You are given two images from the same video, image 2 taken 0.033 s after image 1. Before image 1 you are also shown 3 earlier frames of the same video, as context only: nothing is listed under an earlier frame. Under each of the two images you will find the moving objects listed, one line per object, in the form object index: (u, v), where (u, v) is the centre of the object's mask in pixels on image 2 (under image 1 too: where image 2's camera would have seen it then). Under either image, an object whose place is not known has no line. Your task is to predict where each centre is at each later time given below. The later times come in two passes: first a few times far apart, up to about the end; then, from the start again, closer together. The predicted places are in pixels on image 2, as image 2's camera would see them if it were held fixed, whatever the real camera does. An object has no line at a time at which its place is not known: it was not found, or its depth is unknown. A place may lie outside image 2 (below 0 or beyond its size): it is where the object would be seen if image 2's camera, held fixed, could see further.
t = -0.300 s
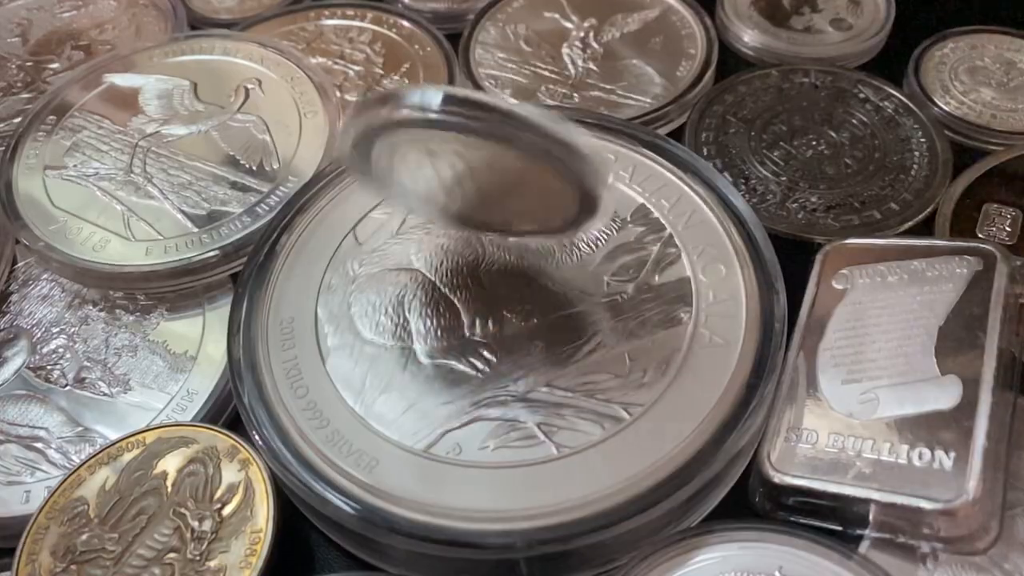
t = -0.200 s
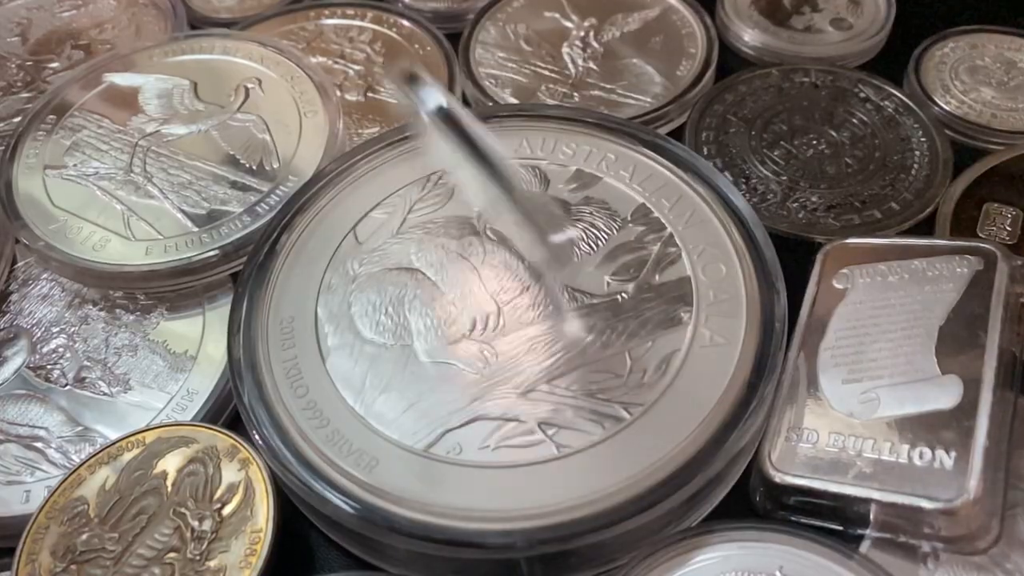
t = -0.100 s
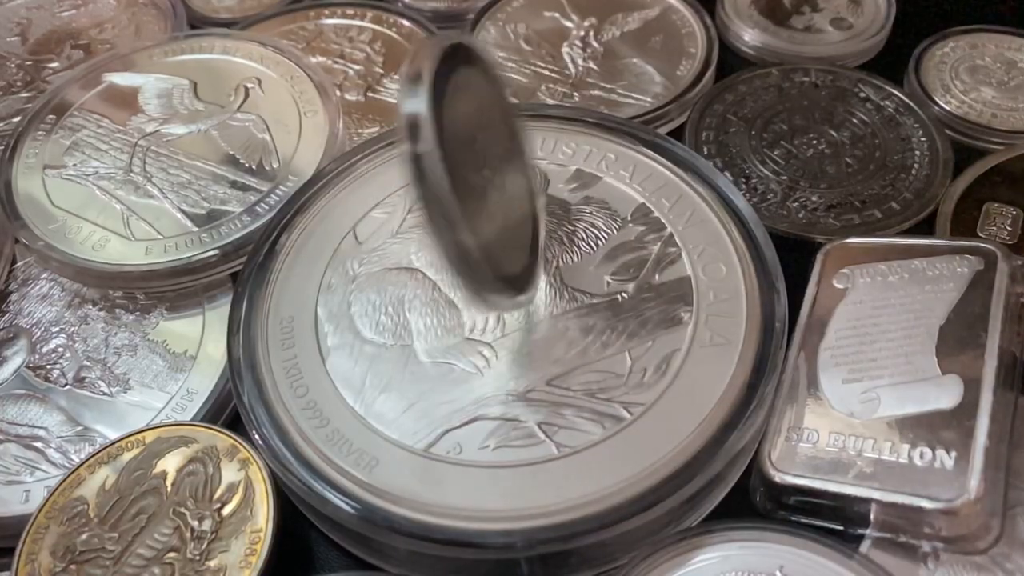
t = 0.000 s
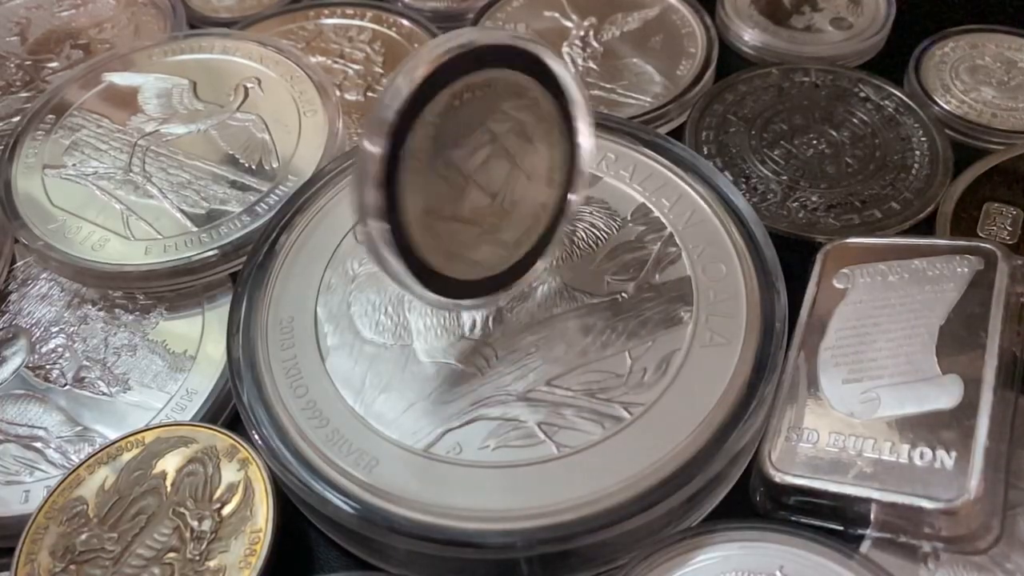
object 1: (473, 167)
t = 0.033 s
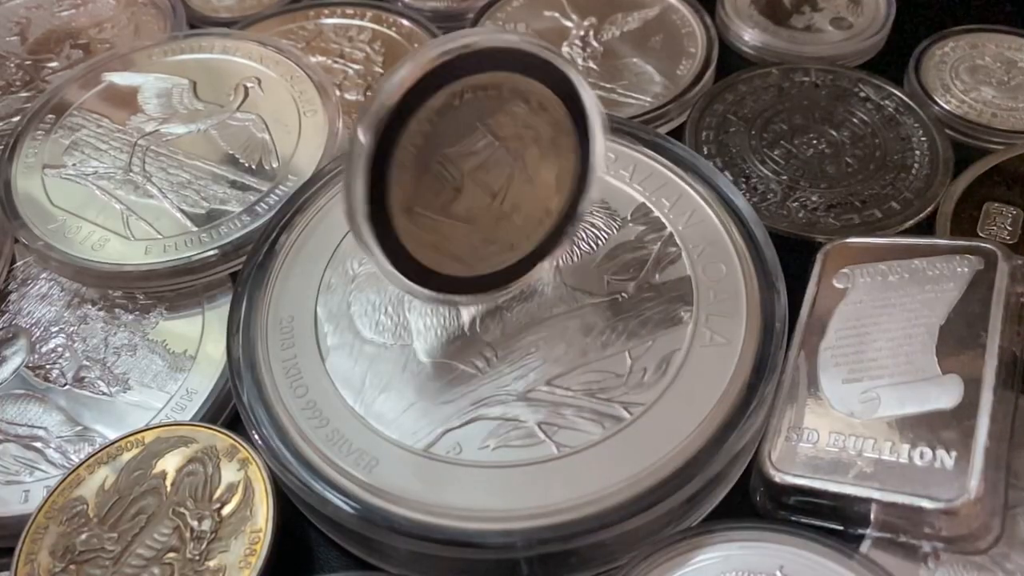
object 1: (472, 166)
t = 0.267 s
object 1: (491, 172)
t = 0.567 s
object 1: (483, 169)
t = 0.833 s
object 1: (479, 182)
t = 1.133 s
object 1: (496, 183)
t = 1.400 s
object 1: (482, 186)
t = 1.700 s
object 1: (476, 197)
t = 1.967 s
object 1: (481, 202)
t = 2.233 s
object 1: (473, 214)
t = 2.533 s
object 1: (479, 222)
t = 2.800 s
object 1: (454, 225)
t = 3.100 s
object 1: (460, 232)
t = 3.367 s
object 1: (438, 230)
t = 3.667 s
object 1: (425, 245)
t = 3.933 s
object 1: (437, 251)
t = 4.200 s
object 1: (407, 243)
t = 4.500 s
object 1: (395, 252)
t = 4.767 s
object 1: (398, 253)
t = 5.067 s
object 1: (380, 251)
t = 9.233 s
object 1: (380, 220)
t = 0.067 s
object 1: (476, 165)
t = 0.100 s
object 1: (480, 165)
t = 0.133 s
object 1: (484, 164)
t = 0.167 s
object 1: (488, 165)
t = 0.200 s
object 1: (491, 167)
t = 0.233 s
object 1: (493, 170)
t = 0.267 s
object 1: (491, 172)
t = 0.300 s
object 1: (493, 176)
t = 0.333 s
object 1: (492, 176)
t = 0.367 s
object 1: (491, 163)
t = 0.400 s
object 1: (483, 169)
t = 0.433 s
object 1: (480, 172)
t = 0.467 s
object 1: (483, 170)
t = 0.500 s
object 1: (483, 170)
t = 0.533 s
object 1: (483, 170)
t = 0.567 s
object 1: (483, 169)
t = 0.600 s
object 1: (485, 169)
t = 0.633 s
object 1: (484, 171)
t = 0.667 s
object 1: (484, 173)
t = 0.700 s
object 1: (484, 176)
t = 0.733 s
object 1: (488, 185)
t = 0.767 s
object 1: (480, 178)
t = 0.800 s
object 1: (478, 181)
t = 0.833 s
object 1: (479, 182)
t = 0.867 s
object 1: (479, 182)
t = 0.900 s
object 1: (478, 181)
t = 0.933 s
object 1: (477, 181)
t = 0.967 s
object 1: (479, 180)
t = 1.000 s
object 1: (483, 180)
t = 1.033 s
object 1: (487, 180)
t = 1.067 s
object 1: (492, 179)
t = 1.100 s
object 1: (494, 180)
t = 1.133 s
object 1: (496, 183)
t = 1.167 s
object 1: (495, 185)
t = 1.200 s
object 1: (494, 186)
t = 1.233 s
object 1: (495, 191)
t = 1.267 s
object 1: (491, 198)
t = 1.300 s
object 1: (490, 185)
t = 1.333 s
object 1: (487, 184)
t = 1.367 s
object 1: (483, 187)
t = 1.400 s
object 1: (482, 186)
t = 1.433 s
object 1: (483, 186)
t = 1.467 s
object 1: (479, 183)
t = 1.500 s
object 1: (483, 185)
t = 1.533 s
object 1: (483, 190)
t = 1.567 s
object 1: (485, 192)
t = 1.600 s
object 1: (482, 195)
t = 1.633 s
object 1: (496, 207)
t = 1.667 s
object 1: (482, 204)
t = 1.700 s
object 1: (476, 197)
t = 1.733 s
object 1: (475, 202)
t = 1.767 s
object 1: (474, 203)
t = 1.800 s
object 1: (473, 202)
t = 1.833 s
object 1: (472, 202)
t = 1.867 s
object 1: (473, 202)
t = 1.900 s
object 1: (476, 202)
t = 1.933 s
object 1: (479, 202)
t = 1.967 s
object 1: (481, 202)
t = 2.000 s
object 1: (486, 204)
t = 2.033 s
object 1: (488, 205)
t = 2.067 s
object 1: (489, 209)
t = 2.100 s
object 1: (490, 210)
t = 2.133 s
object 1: (486, 211)
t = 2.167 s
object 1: (484, 213)
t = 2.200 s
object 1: (488, 202)
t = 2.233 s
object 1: (473, 214)
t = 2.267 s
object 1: (473, 207)
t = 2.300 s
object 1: (473, 208)
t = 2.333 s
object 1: (469, 208)
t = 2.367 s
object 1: (468, 206)
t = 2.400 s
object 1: (461, 209)
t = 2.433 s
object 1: (467, 210)
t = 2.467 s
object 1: (463, 212)
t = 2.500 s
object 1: (473, 218)
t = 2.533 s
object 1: (479, 222)
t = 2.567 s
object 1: (466, 220)
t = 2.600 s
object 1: (466, 225)
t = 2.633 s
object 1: (459, 220)
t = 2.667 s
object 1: (459, 225)
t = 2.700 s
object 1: (456, 227)
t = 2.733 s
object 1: (456, 226)
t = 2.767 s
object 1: (453, 226)
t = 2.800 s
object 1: (454, 225)
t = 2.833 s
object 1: (457, 226)
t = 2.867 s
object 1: (460, 227)
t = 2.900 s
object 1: (464, 226)
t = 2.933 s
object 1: (467, 228)
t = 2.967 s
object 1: (469, 231)
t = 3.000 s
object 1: (469, 234)
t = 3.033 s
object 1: (468, 233)
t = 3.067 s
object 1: (462, 235)
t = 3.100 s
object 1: (460, 232)
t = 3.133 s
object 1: (462, 219)
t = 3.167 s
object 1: (453, 228)
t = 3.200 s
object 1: (444, 233)
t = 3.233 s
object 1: (444, 231)
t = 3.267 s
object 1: (442, 232)
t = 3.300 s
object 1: (441, 231)
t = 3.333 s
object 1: (437, 230)
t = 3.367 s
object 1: (438, 230)
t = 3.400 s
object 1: (456, 214)
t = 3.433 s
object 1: (462, 221)
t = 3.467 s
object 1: (450, 229)
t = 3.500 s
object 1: (449, 248)
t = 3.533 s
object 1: (438, 242)
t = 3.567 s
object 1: (432, 243)
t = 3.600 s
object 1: (429, 244)
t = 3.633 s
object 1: (425, 247)
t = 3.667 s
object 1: (425, 245)
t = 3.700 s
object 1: (424, 246)
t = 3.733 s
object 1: (425, 245)
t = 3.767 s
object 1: (428, 246)
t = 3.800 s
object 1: (430, 245)
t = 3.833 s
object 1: (434, 246)
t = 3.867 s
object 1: (436, 247)
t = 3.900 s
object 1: (439, 249)
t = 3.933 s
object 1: (437, 251)
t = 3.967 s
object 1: (435, 251)
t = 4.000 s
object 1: (432, 250)
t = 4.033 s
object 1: (432, 255)
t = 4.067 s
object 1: (430, 235)
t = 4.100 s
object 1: (418, 247)
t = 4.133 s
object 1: (413, 248)
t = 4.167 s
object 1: (411, 246)
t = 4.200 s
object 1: (407, 243)
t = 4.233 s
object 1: (405, 243)
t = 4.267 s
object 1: (405, 243)
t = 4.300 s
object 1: (409, 242)
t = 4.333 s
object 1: (437, 238)
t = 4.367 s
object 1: (423, 233)
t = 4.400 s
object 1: (408, 235)
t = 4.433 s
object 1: (407, 253)
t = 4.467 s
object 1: (398, 248)
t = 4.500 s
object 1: (395, 252)
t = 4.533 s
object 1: (392, 254)
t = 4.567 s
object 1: (388, 256)
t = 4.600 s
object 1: (388, 256)
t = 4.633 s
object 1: (386, 255)
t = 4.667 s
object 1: (388, 253)
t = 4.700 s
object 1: (391, 252)
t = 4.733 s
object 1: (394, 252)
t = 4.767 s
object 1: (398, 253)
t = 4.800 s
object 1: (400, 254)
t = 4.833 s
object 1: (402, 251)
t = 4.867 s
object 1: (402, 257)
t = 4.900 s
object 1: (400, 258)
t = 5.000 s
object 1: (392, 259)
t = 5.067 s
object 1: (380, 251)
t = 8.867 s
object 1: (379, 212)
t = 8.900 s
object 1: (369, 211)
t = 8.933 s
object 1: (377, 209)
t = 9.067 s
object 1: (378, 210)
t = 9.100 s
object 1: (384, 214)
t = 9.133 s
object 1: (385, 221)
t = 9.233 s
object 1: (380, 220)
